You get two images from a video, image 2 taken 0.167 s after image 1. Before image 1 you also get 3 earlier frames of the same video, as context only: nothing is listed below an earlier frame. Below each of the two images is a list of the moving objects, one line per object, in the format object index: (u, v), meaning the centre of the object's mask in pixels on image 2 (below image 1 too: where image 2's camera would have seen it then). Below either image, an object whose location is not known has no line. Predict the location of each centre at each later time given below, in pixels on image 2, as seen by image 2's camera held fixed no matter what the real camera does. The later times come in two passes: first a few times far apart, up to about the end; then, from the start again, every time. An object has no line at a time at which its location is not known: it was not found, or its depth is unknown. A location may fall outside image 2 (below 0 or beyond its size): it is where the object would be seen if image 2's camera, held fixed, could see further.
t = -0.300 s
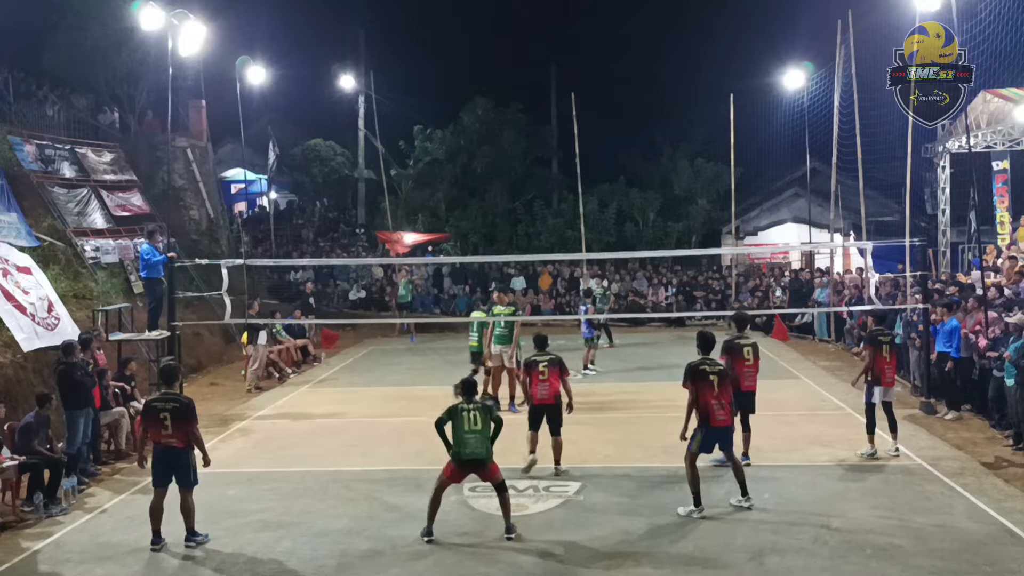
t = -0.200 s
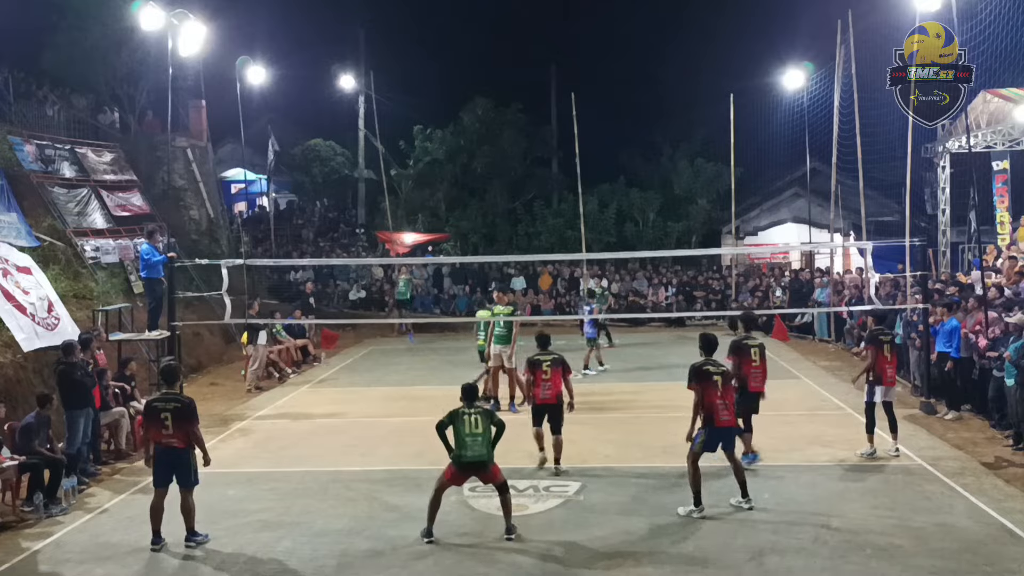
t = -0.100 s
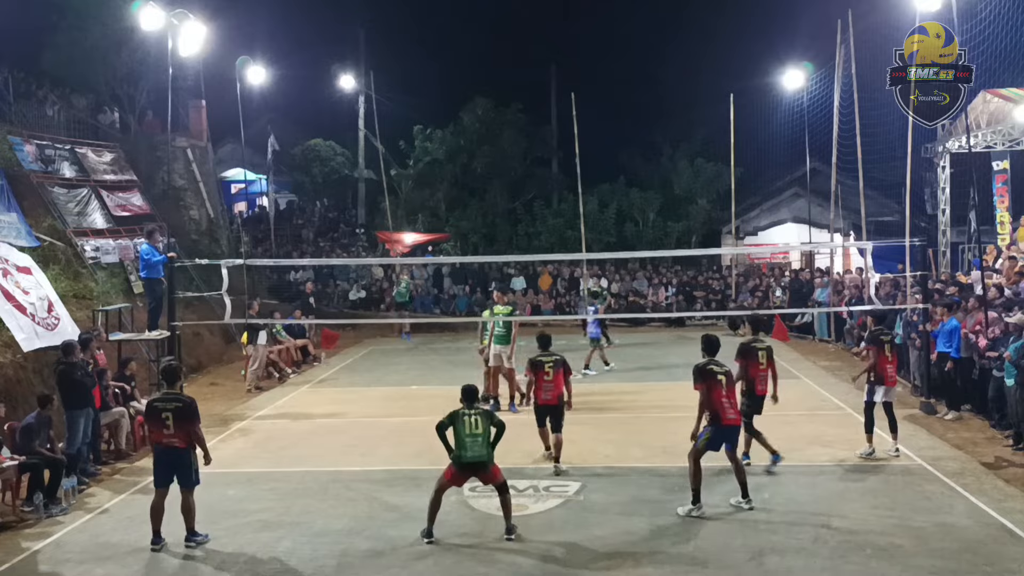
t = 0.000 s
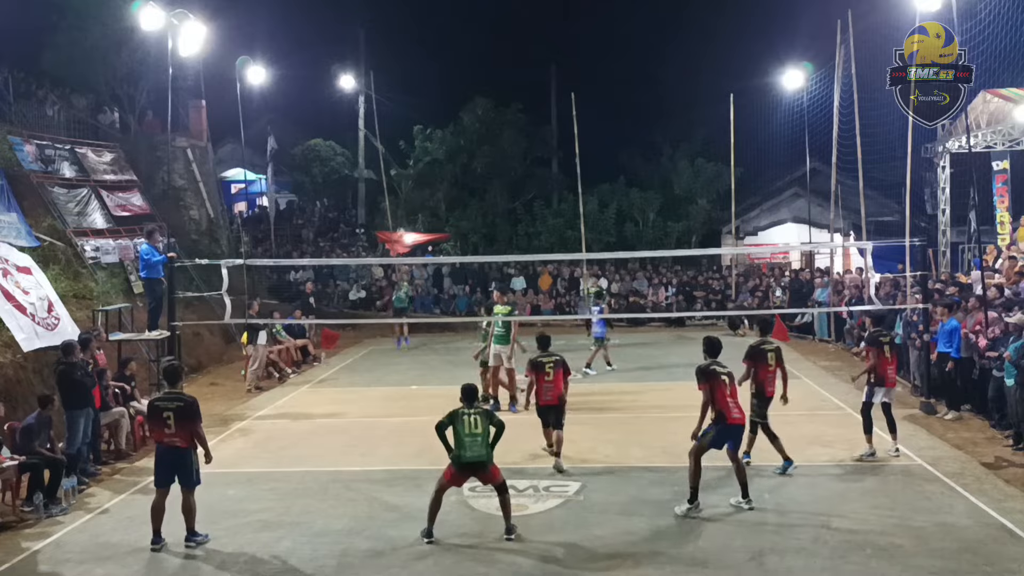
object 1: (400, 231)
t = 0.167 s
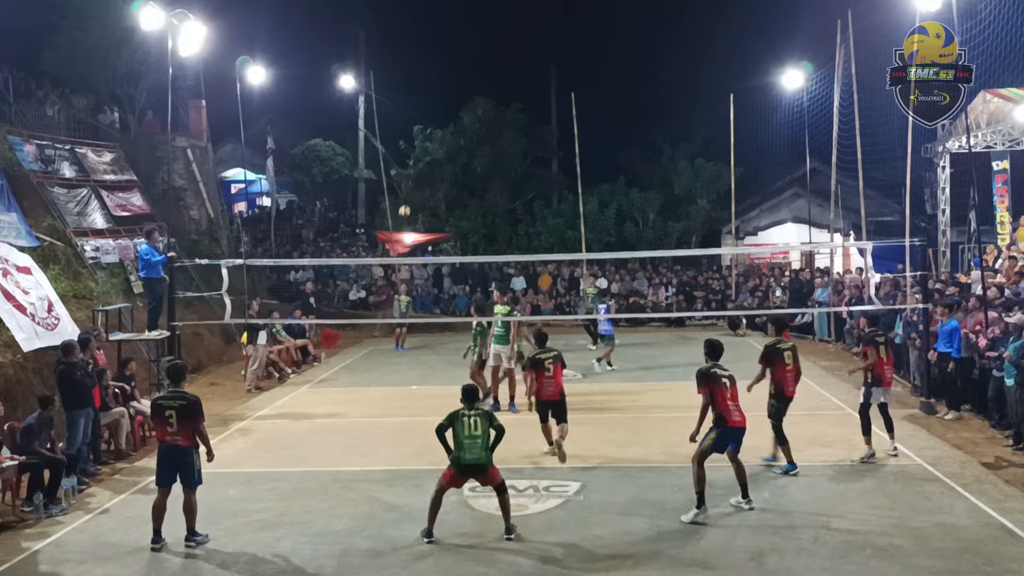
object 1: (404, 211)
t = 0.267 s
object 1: (408, 203)
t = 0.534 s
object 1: (424, 202)
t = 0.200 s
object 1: (405, 208)
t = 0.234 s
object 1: (406, 205)
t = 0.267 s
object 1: (408, 203)
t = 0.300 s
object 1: (410, 200)
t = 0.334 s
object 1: (411, 199)
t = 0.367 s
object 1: (413, 198)
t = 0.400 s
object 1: (415, 198)
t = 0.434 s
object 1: (417, 197)
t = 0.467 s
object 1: (419, 198)
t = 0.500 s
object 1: (421, 200)
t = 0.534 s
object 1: (424, 202)
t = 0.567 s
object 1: (426, 205)
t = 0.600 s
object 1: (429, 210)
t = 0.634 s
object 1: (432, 214)
